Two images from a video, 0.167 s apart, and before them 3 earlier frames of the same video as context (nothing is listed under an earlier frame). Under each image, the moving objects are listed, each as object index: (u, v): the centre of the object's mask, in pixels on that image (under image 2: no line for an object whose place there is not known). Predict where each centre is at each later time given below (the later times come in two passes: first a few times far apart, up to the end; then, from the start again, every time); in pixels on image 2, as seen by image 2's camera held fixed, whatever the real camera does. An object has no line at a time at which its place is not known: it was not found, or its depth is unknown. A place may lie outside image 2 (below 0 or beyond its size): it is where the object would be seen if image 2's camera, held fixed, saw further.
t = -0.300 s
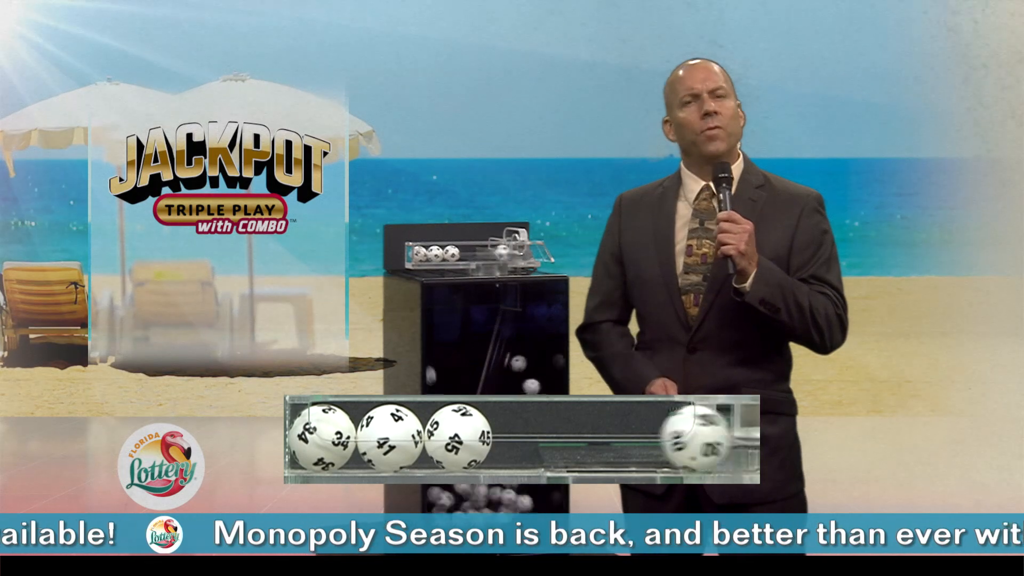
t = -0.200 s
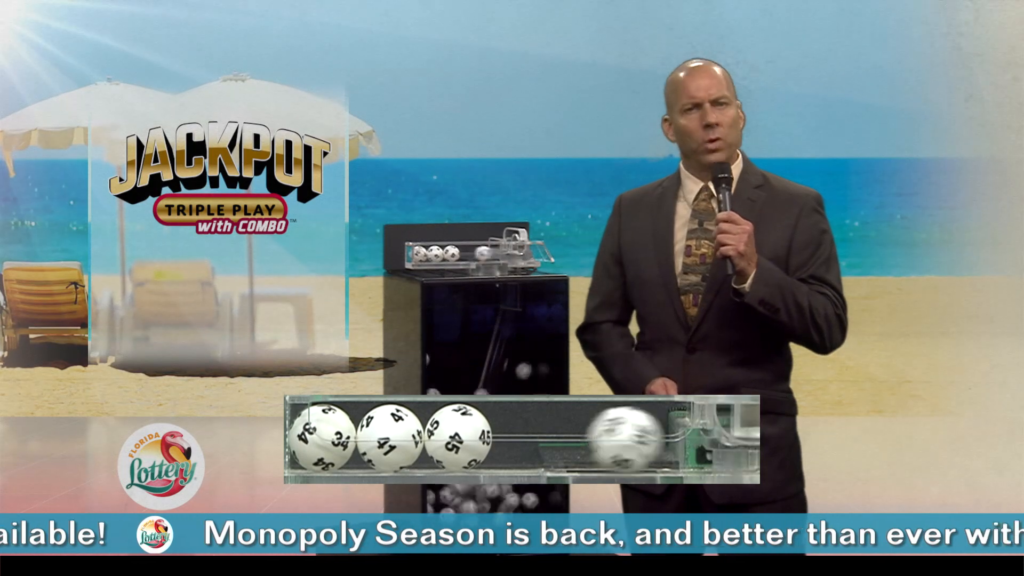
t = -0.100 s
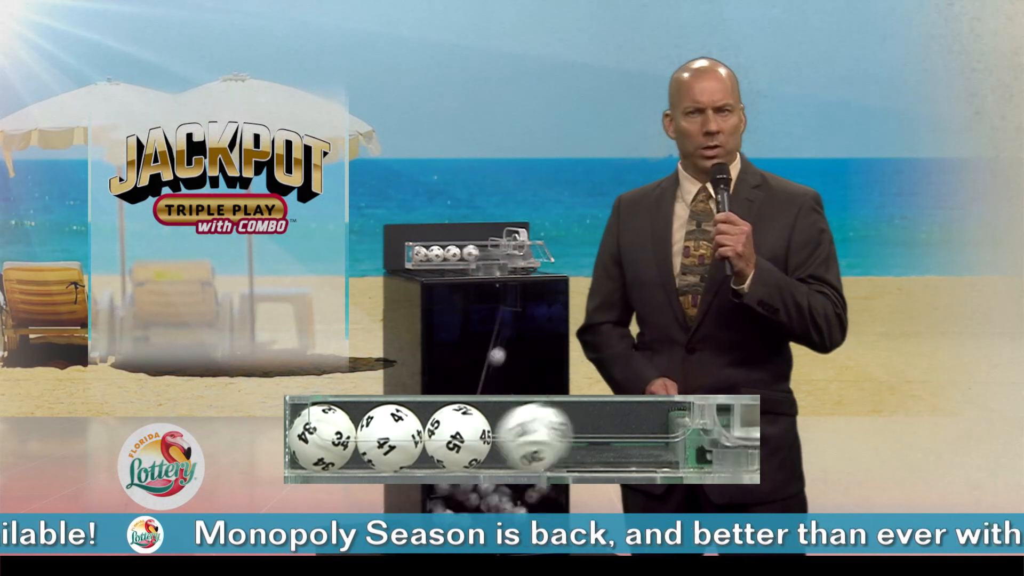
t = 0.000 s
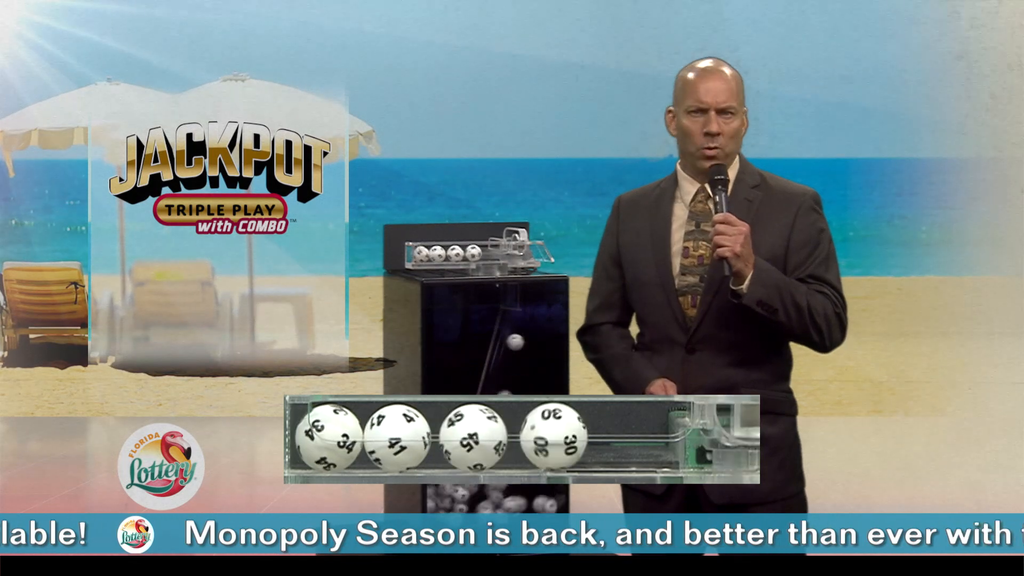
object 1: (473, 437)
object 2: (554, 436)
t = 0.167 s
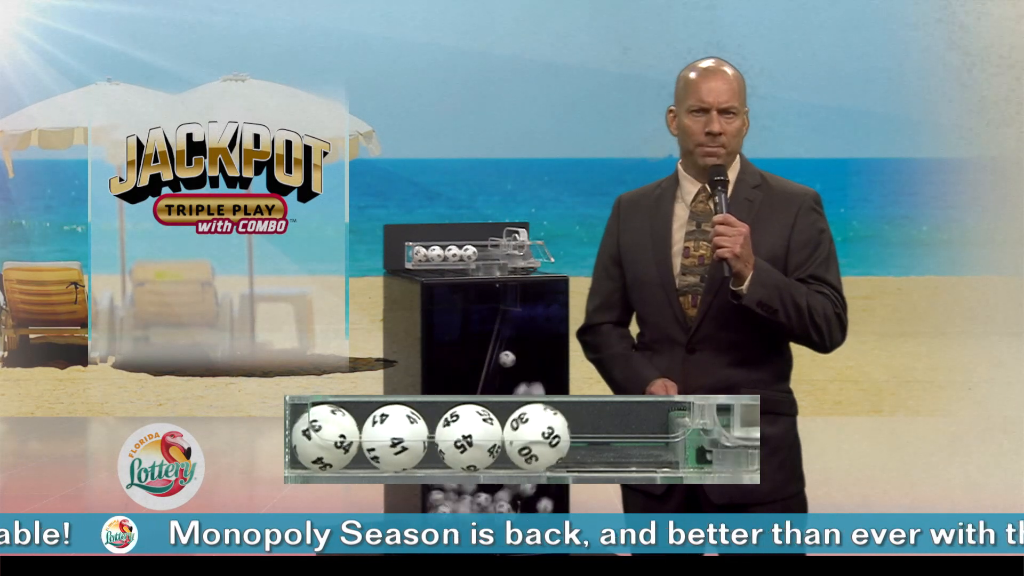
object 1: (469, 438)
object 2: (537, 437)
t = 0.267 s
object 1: (459, 437)
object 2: (528, 437)
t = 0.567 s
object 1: (457, 437)
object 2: (525, 438)
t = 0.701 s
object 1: (457, 438)
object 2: (525, 438)
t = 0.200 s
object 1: (465, 438)
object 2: (533, 437)
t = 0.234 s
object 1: (459, 438)
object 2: (527, 437)
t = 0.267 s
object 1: (459, 437)
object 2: (528, 437)
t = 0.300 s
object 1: (458, 437)
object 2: (526, 437)
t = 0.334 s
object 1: (458, 437)
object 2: (526, 437)
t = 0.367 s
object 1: (458, 437)
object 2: (526, 438)
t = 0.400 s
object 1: (457, 437)
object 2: (525, 438)
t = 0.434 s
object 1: (457, 437)
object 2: (525, 438)
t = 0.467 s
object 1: (457, 437)
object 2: (525, 438)
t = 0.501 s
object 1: (457, 437)
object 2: (525, 438)
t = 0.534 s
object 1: (457, 437)
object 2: (525, 438)
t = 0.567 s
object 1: (457, 437)
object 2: (525, 438)
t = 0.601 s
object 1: (457, 437)
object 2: (525, 438)
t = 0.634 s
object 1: (457, 437)
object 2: (525, 438)
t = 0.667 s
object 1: (457, 437)
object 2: (525, 438)
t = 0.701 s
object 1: (457, 438)
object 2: (525, 438)
